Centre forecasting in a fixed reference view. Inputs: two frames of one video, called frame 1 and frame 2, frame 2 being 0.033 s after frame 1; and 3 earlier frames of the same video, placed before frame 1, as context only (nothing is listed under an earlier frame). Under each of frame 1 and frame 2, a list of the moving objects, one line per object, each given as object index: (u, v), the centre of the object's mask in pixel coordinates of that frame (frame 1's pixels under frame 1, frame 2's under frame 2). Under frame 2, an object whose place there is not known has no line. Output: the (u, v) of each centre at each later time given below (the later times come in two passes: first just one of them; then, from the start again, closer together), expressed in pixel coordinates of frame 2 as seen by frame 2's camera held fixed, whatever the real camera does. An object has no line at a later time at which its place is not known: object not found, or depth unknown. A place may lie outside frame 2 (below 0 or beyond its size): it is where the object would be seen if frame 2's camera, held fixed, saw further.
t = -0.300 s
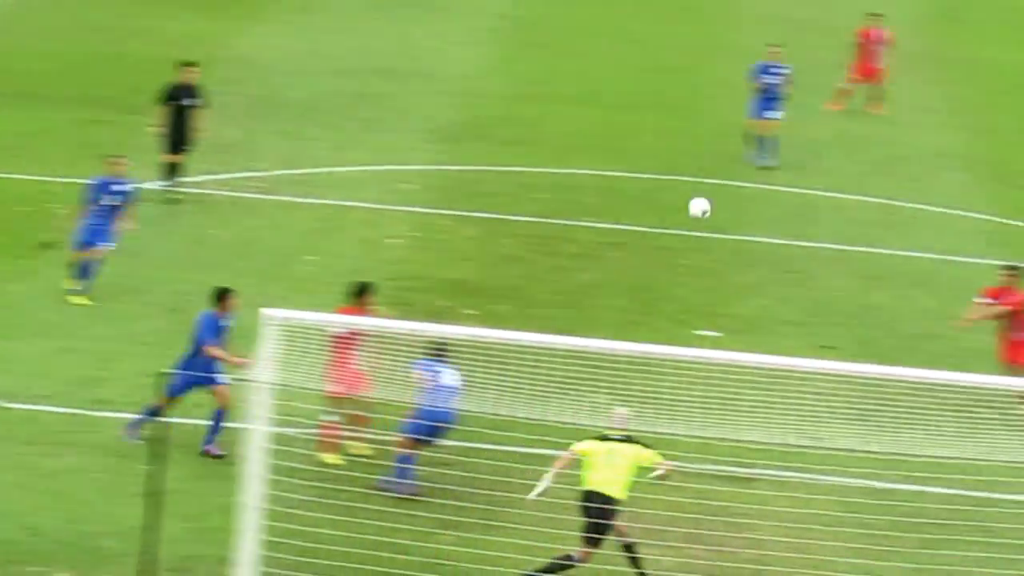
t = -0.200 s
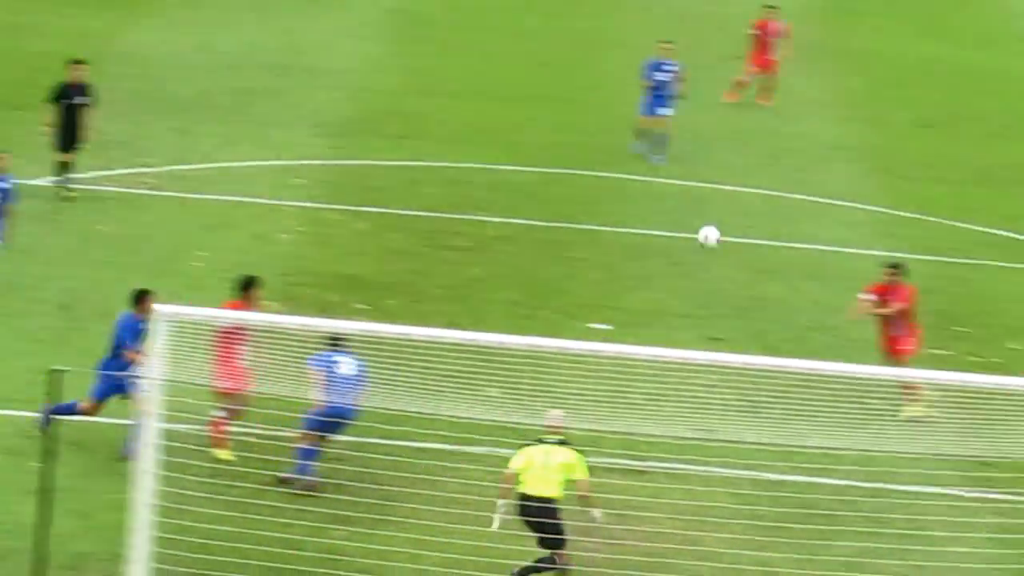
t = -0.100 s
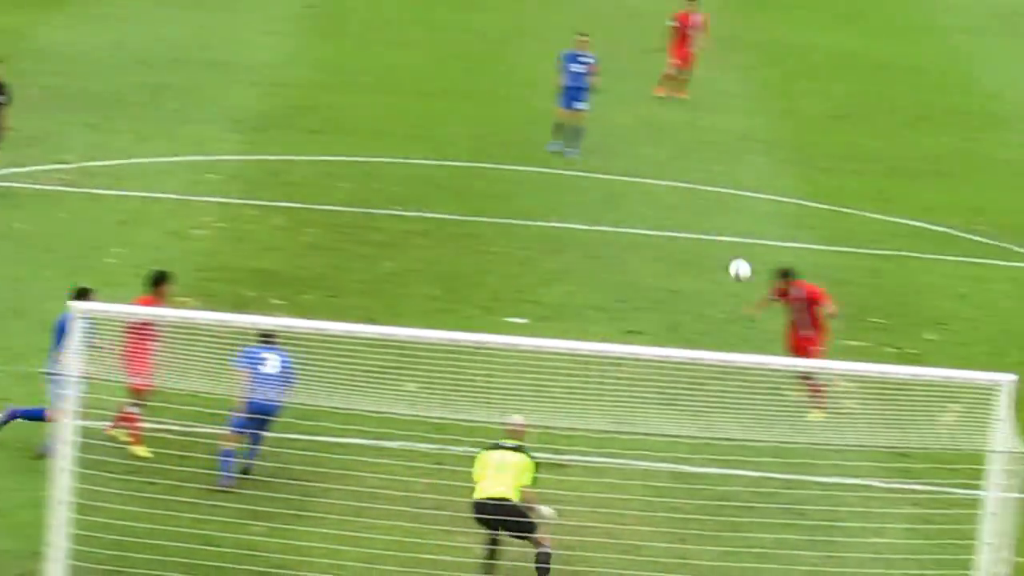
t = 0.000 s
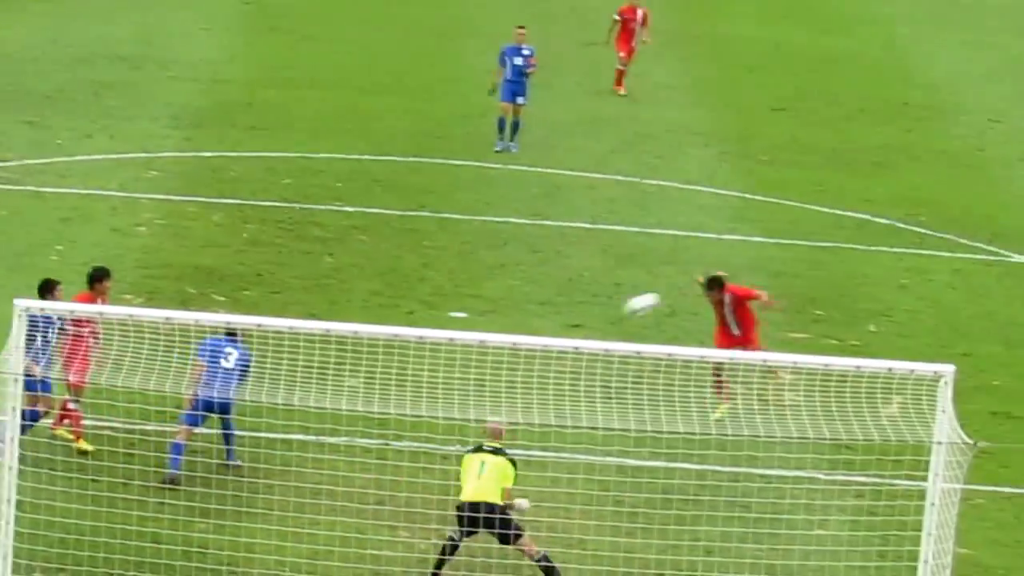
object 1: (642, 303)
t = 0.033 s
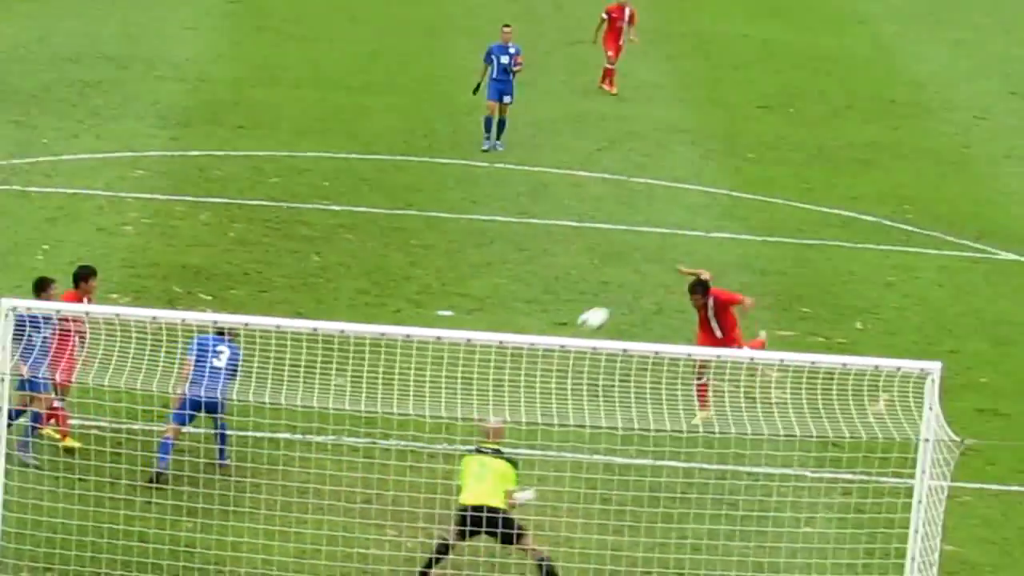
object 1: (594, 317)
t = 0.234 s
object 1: (374, 465)
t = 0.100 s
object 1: (523, 359)
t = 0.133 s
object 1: (487, 380)
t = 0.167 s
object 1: (451, 406)
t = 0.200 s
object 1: (413, 434)
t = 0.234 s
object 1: (374, 465)
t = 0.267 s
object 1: (334, 500)
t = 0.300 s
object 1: (294, 538)
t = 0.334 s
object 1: (255, 571)
